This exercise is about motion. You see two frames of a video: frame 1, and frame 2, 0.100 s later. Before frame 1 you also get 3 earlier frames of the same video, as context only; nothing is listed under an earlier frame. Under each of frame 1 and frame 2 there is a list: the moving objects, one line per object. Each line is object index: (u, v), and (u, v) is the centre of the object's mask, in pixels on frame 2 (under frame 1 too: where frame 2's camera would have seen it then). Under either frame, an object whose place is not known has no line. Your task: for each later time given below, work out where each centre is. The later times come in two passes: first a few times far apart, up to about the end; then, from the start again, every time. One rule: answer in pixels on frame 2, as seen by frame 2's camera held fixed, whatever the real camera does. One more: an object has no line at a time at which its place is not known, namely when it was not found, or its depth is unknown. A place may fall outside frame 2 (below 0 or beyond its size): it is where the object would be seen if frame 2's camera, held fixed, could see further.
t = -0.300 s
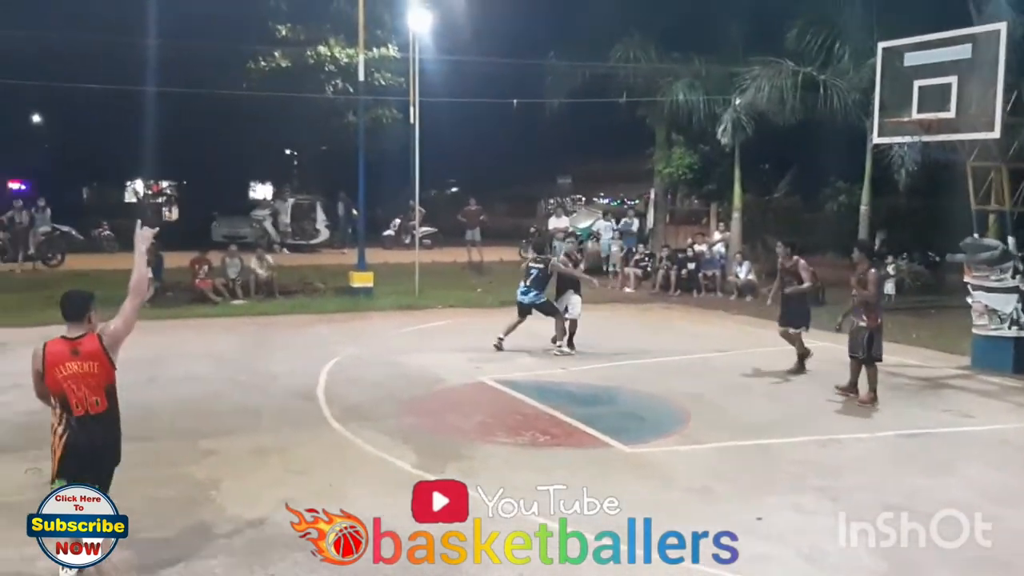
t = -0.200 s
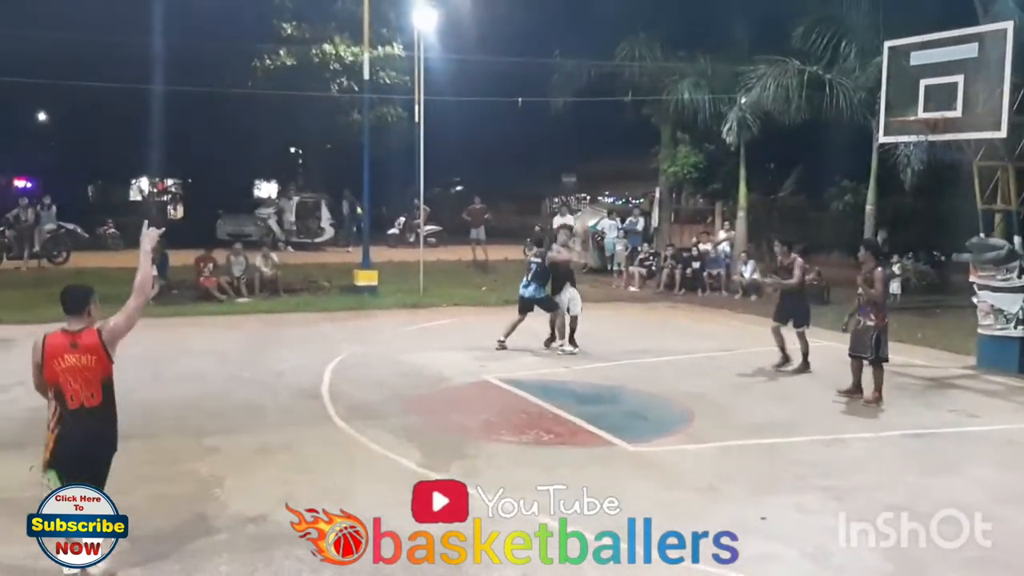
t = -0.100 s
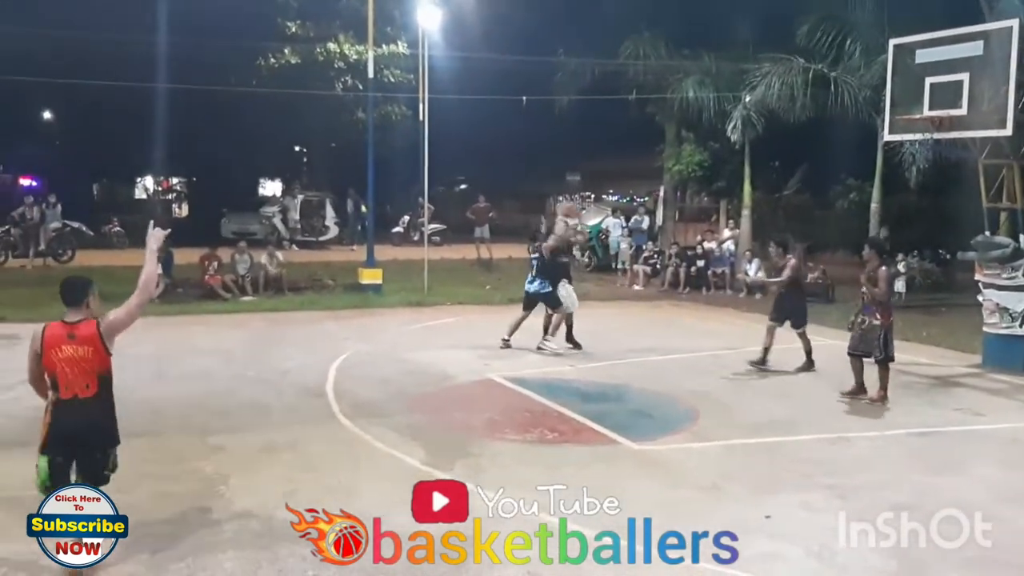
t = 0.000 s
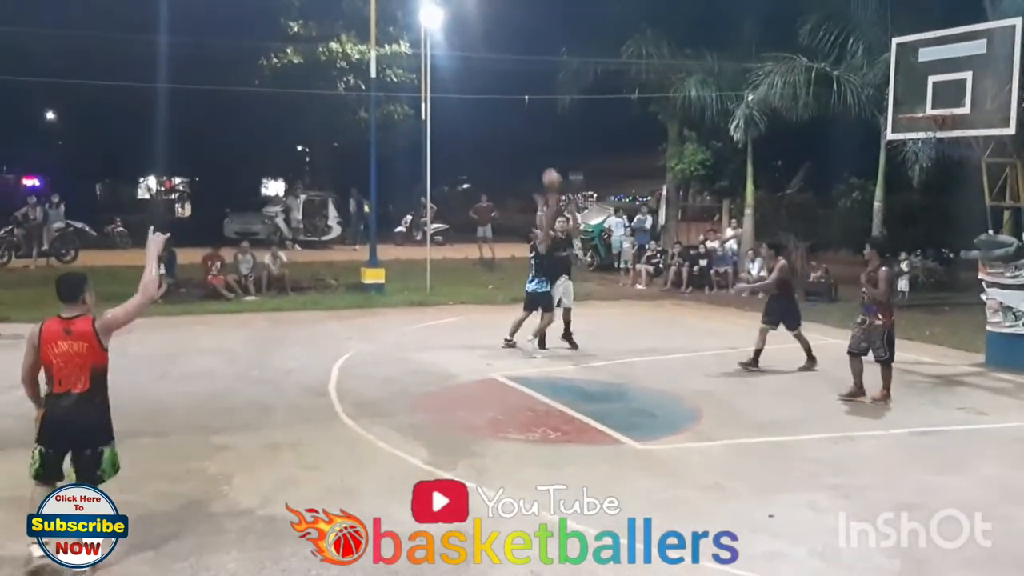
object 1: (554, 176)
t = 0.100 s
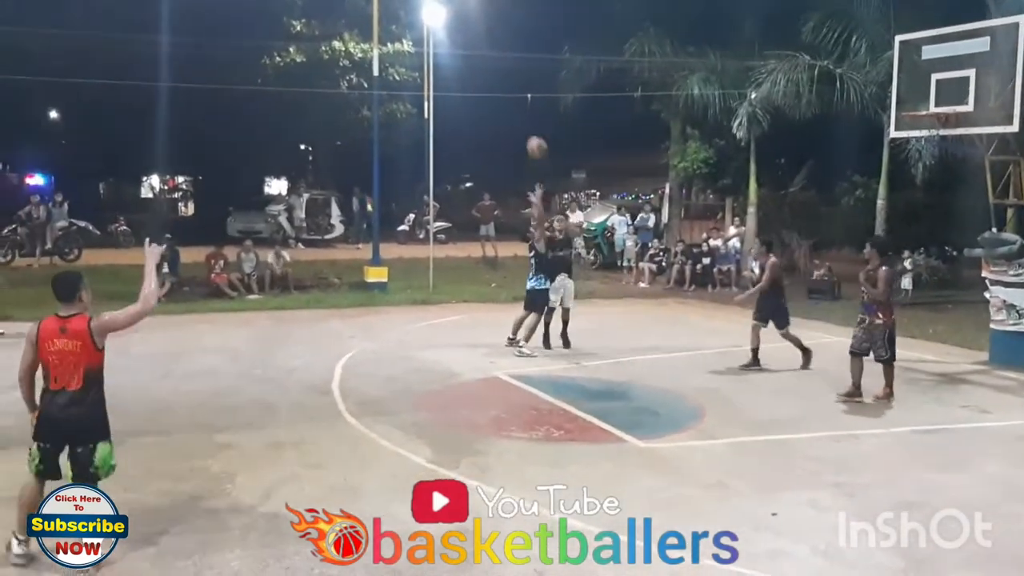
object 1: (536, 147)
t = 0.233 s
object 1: (509, 117)
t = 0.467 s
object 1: (450, 92)
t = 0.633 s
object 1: (396, 107)
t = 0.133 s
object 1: (530, 138)
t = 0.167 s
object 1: (524, 130)
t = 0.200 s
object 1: (517, 123)
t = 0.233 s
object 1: (509, 117)
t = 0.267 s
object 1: (502, 110)
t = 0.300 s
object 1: (493, 104)
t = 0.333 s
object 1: (486, 101)
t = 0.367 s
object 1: (477, 97)
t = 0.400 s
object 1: (468, 95)
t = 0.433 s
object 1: (458, 93)
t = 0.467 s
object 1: (450, 92)
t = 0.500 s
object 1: (439, 93)
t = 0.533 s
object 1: (429, 95)
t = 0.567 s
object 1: (416, 99)
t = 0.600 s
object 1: (406, 103)
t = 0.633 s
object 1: (396, 107)
